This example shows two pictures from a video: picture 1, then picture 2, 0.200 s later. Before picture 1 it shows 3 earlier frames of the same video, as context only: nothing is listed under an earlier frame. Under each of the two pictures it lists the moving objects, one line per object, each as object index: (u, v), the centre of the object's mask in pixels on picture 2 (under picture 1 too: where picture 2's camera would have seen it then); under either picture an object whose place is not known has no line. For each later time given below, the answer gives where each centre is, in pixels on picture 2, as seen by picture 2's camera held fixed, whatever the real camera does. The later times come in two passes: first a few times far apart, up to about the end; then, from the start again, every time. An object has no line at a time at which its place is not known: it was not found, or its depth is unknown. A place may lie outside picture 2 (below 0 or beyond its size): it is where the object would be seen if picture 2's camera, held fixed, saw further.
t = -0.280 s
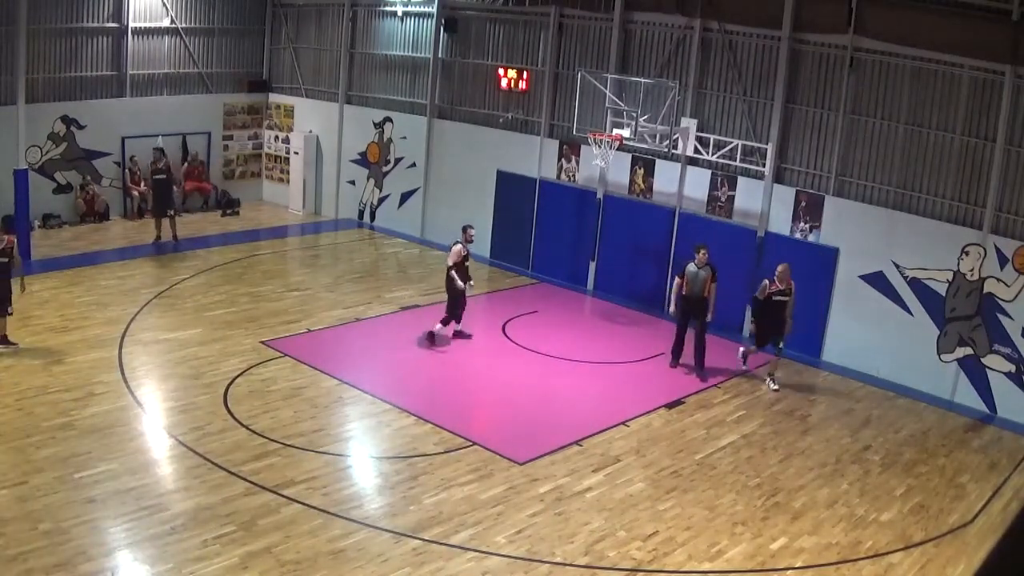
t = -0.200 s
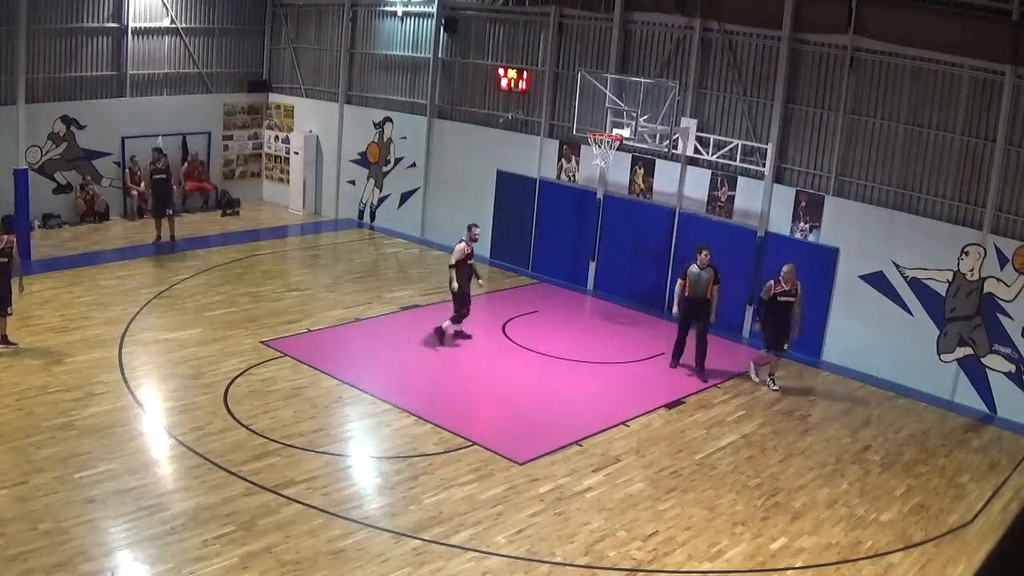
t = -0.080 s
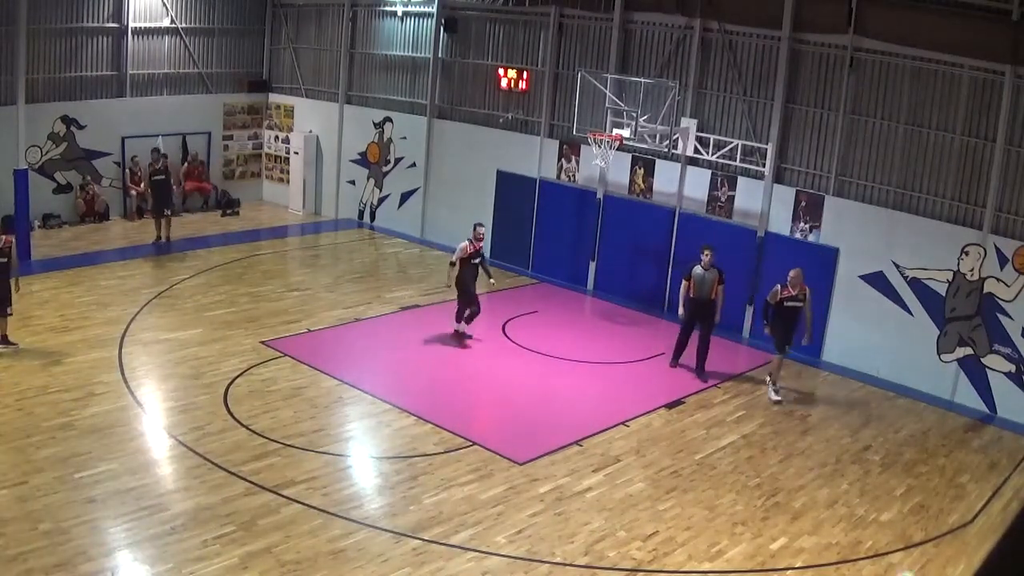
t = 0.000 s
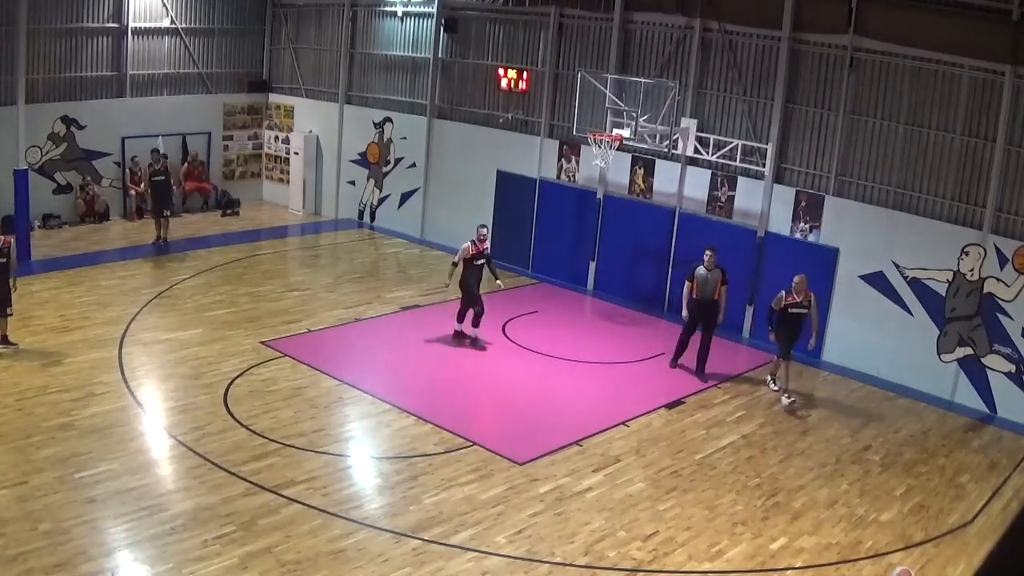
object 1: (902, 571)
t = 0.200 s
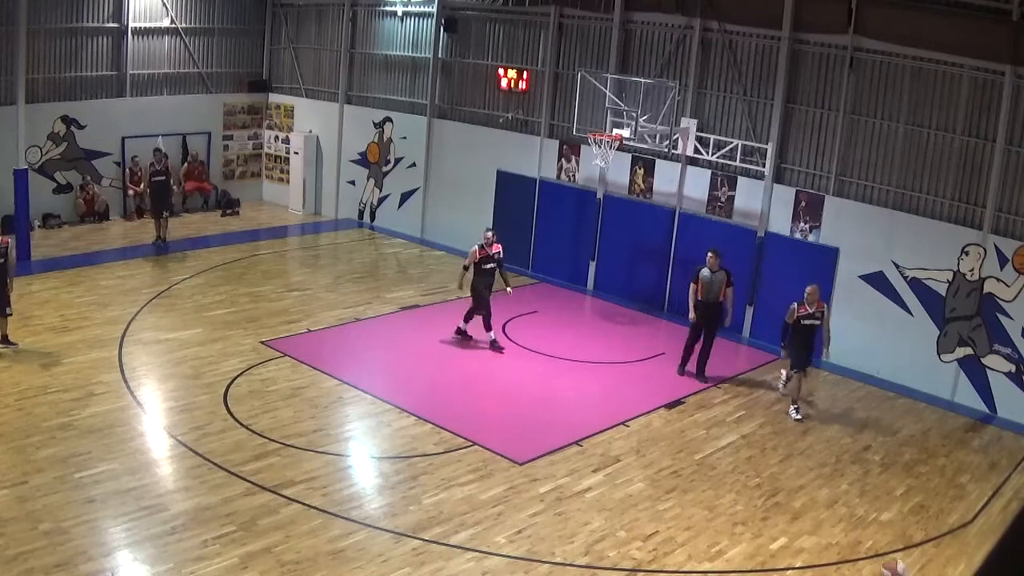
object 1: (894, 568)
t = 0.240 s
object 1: (890, 566)
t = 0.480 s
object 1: (880, 557)
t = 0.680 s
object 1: (872, 547)
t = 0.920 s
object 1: (862, 537)
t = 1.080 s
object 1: (858, 531)
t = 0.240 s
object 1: (890, 566)
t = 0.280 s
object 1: (889, 566)
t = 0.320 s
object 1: (887, 564)
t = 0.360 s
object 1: (885, 563)
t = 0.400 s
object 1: (883, 561)
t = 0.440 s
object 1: (882, 559)
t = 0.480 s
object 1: (880, 557)
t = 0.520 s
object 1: (877, 555)
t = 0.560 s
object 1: (876, 554)
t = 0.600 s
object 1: (875, 552)
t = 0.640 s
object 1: (872, 549)
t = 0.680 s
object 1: (872, 547)
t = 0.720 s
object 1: (869, 544)
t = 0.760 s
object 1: (868, 543)
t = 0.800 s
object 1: (867, 542)
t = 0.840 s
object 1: (866, 540)
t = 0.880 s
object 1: (864, 538)
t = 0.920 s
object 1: (862, 537)
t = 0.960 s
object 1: (861, 535)
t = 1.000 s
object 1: (860, 534)
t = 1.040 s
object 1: (859, 532)
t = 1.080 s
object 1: (858, 531)
